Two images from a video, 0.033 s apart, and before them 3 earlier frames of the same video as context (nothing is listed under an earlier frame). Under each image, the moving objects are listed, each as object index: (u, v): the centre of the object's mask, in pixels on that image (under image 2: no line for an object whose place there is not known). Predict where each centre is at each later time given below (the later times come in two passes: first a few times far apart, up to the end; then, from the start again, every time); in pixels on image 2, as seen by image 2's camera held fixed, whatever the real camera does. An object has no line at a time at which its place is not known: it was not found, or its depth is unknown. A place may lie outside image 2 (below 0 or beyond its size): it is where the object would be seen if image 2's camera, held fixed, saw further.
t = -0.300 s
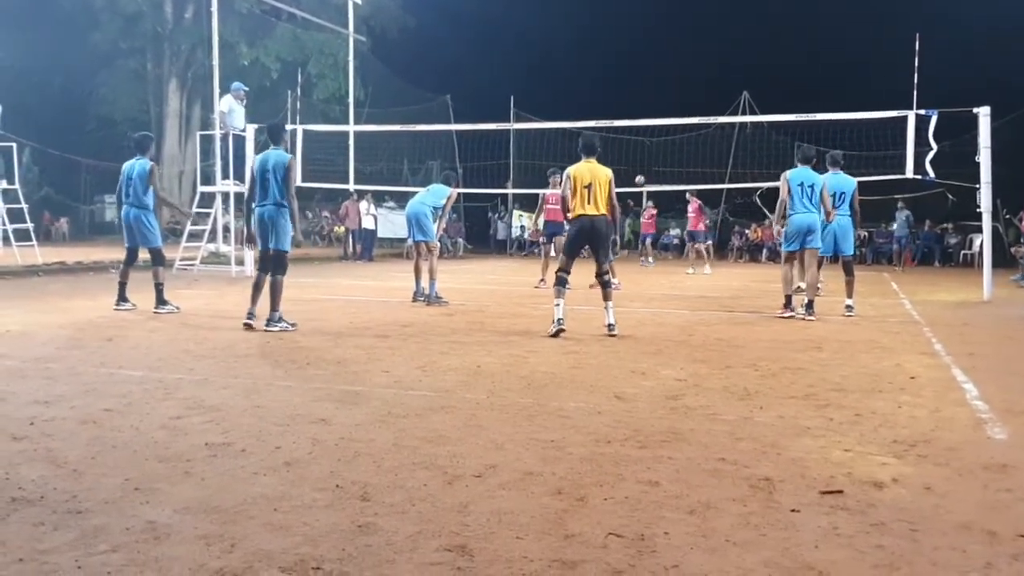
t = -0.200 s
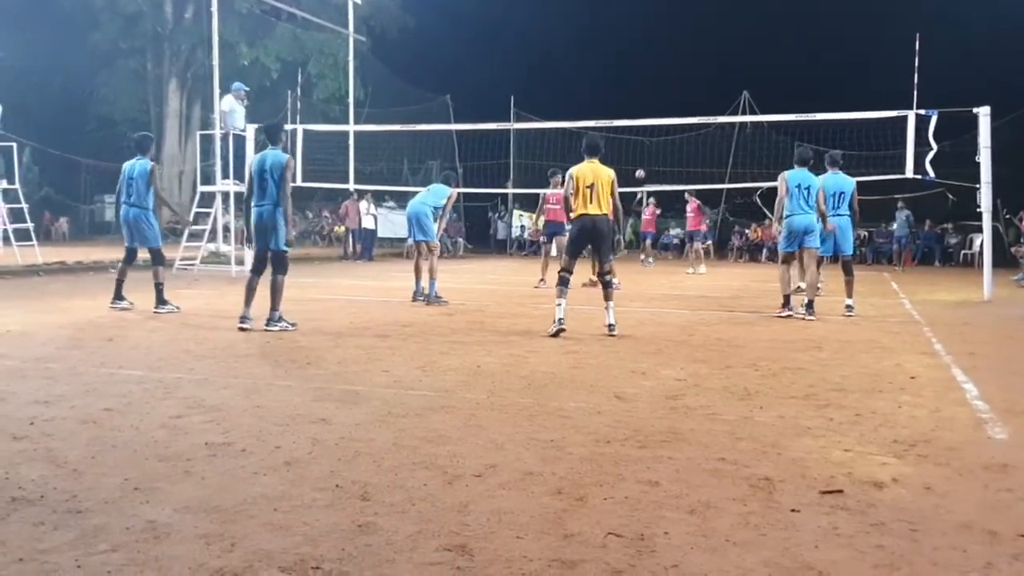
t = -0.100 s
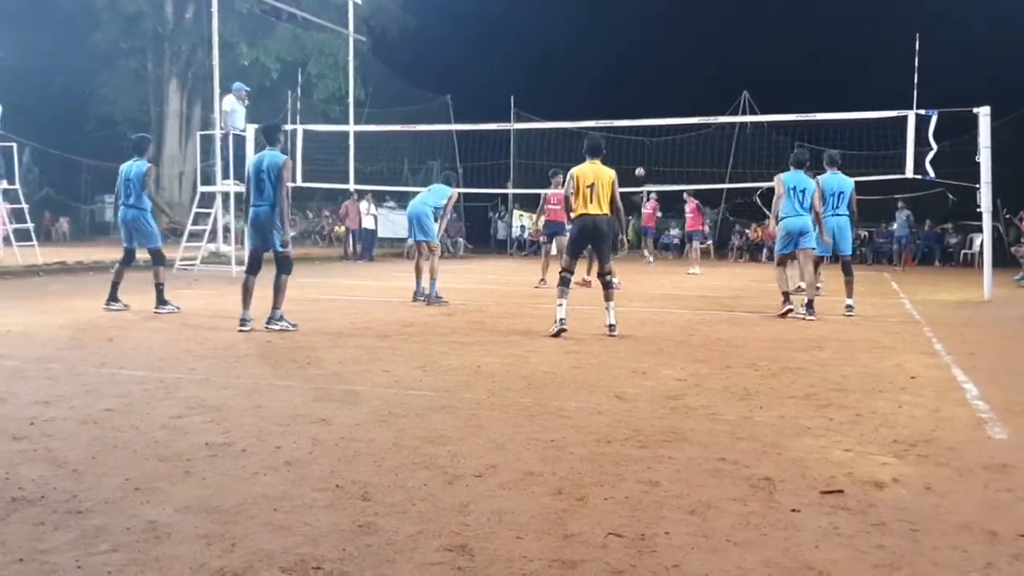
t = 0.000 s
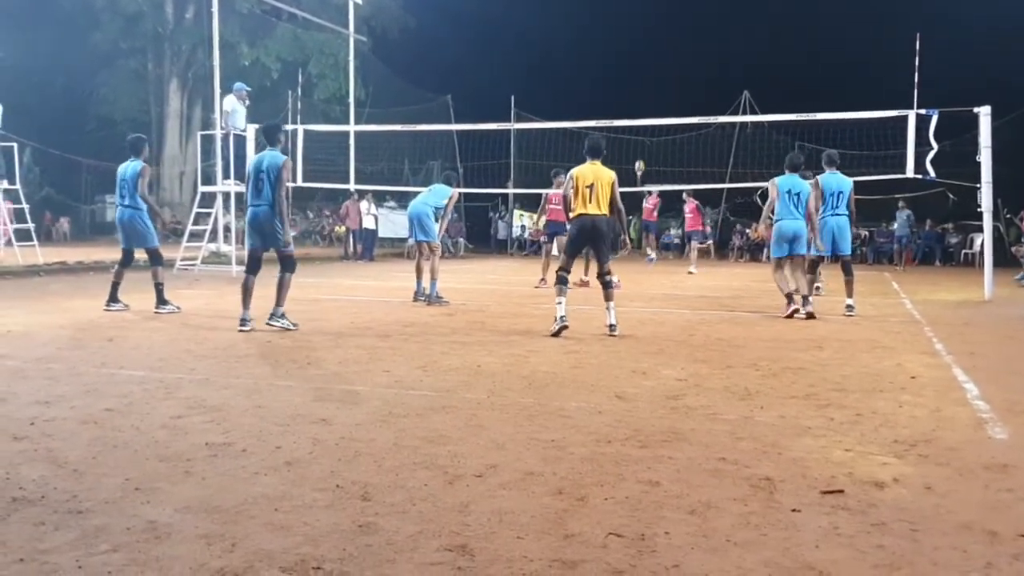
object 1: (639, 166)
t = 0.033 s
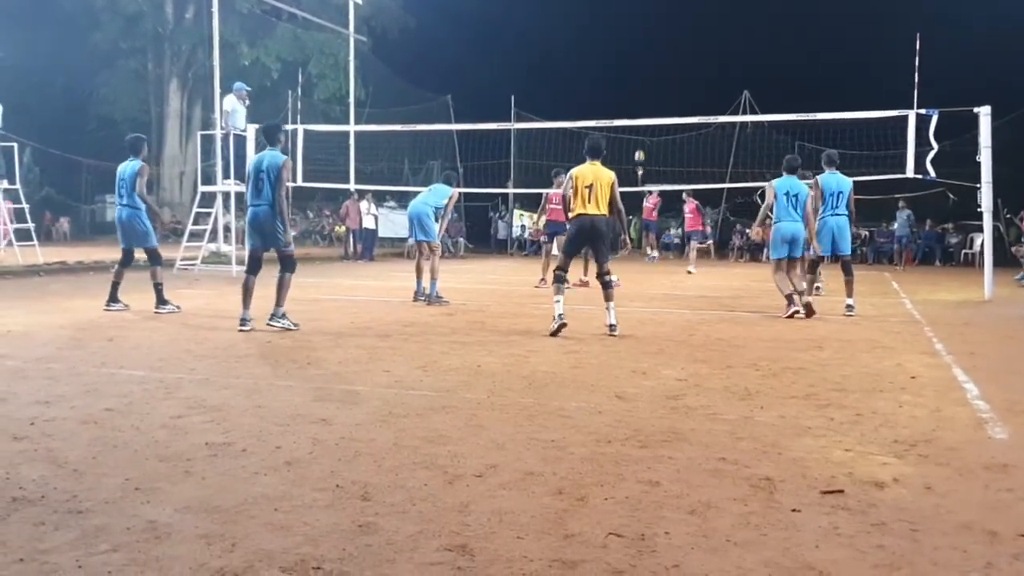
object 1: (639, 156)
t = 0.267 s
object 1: (636, 94)
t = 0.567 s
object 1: (628, 40)
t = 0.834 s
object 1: (619, 29)
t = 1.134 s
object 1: (606, 78)
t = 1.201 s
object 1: (602, 102)
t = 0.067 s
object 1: (639, 146)
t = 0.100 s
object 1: (638, 137)
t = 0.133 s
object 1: (638, 129)
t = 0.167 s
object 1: (637, 116)
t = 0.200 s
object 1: (637, 110)
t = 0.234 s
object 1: (636, 102)
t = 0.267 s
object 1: (636, 94)
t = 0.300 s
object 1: (635, 87)
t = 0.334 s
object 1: (634, 80)
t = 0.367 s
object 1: (633, 73)
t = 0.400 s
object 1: (633, 66)
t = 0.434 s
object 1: (632, 60)
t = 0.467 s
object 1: (631, 54)
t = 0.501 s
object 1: (630, 49)
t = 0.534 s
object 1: (629, 44)
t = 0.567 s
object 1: (628, 40)
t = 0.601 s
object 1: (627, 37)
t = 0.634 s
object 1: (626, 34)
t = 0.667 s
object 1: (625, 31)
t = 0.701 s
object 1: (623, 30)
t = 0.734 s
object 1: (622, 28)
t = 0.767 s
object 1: (621, 28)
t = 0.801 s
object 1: (620, 28)
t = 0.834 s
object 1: (619, 29)
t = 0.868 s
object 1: (617, 31)
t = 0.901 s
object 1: (617, 33)
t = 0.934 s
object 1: (615, 36)
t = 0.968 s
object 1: (614, 41)
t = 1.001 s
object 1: (612, 46)
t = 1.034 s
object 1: (611, 52)
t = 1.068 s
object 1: (609, 60)
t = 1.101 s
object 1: (608, 68)
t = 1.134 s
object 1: (606, 78)
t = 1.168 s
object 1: (604, 89)
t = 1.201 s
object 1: (602, 102)
